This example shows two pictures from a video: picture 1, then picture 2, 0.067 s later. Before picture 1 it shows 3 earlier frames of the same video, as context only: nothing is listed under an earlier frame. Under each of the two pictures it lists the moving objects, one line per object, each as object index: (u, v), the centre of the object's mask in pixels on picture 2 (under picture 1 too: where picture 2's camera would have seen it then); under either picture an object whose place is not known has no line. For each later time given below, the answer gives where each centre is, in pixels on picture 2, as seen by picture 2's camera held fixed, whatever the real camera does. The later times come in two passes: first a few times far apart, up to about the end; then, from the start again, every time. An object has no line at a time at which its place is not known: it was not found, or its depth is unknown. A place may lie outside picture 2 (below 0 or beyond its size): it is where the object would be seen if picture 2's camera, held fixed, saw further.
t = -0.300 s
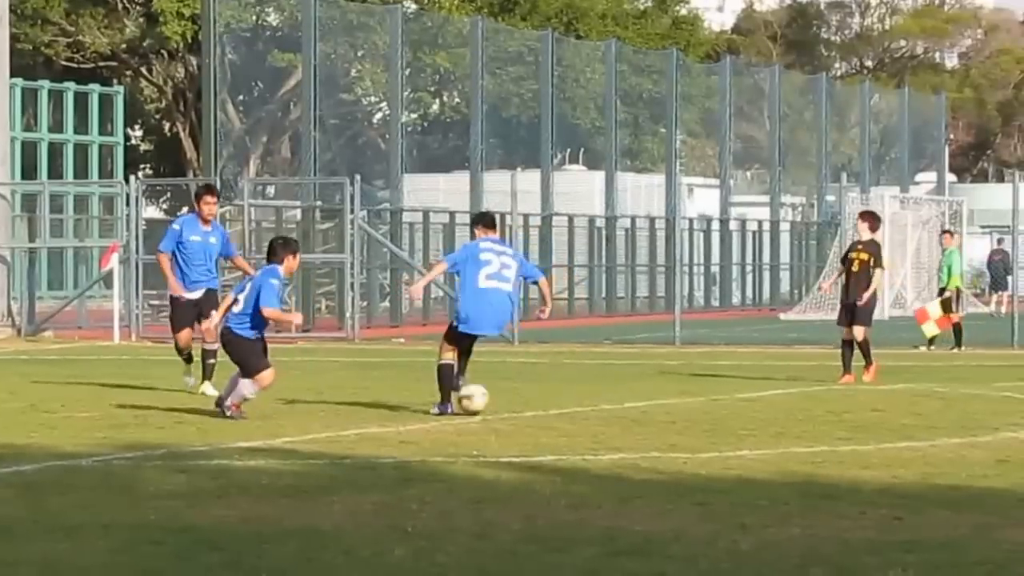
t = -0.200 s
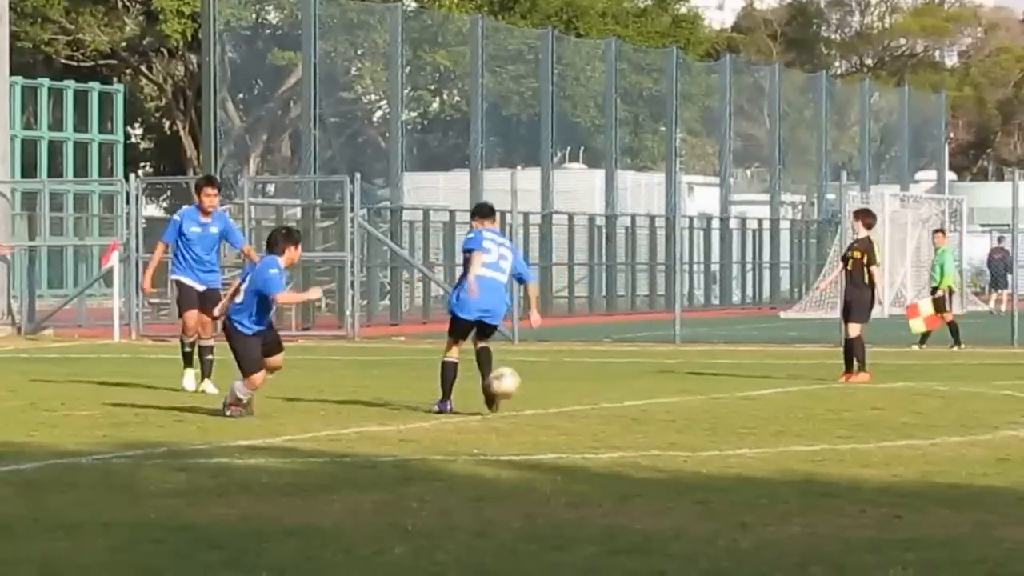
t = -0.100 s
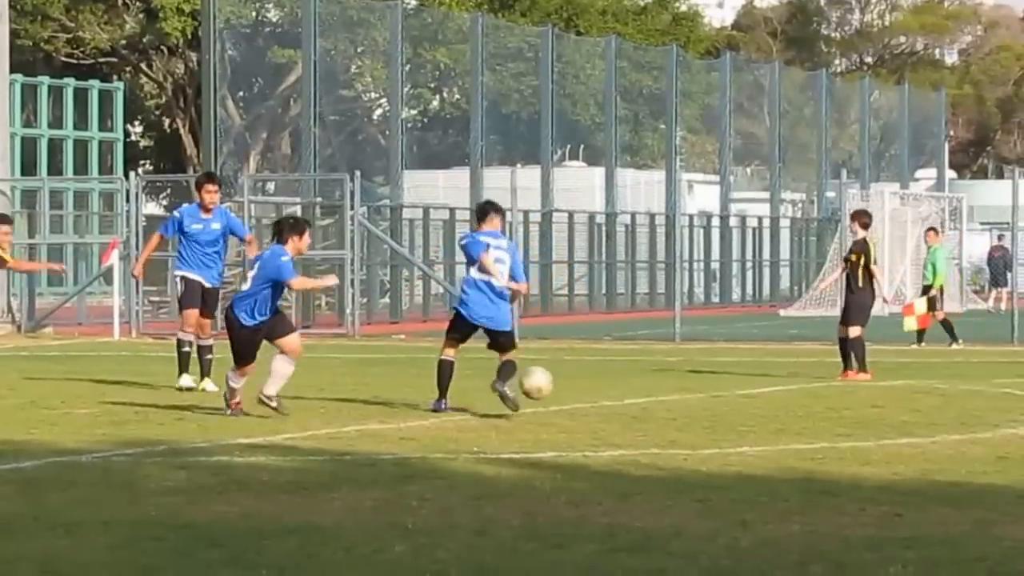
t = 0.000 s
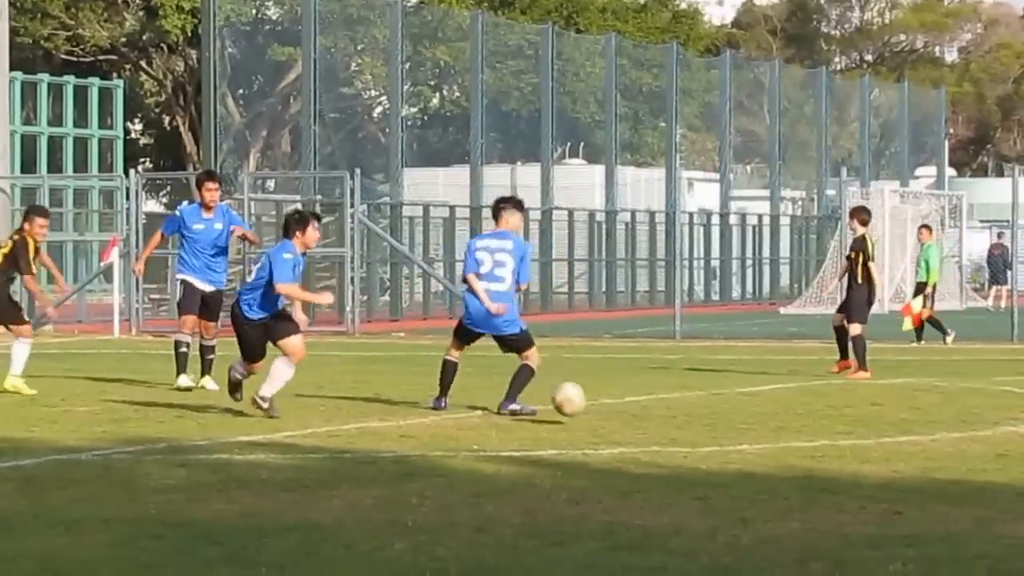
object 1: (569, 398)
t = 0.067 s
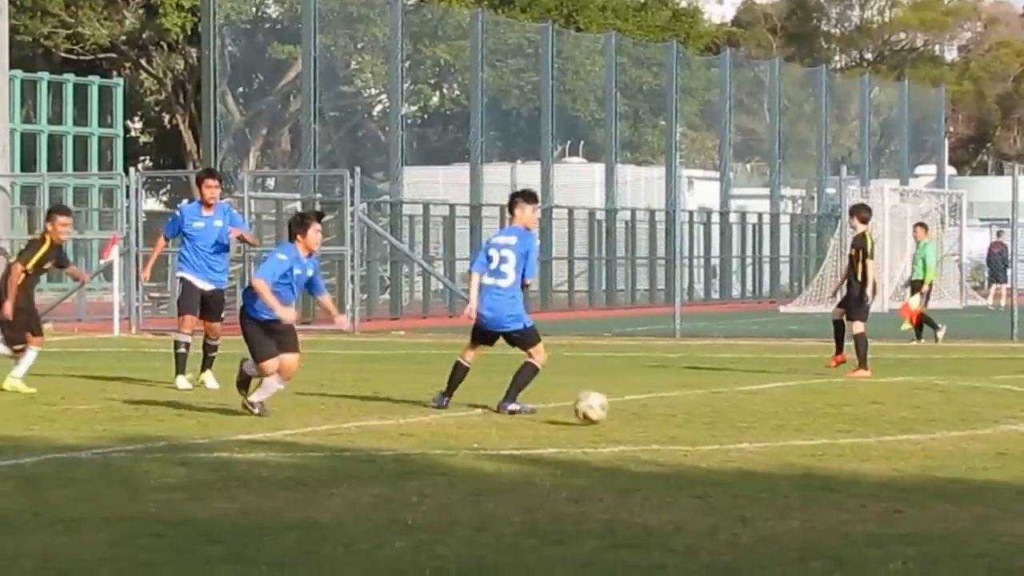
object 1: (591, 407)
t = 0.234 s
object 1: (648, 385)
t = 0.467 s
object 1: (734, 424)
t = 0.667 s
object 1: (811, 427)
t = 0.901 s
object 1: (904, 421)
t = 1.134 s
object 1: (1007, 447)
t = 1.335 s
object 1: (1104, 464)
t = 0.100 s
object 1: (602, 398)
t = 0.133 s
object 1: (613, 393)
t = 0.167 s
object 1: (626, 389)
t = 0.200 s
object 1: (637, 386)
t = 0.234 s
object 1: (648, 385)
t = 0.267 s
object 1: (661, 386)
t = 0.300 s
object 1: (673, 389)
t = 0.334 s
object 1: (684, 394)
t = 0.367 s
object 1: (697, 401)
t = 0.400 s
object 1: (709, 410)
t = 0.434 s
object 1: (721, 421)
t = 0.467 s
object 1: (734, 424)
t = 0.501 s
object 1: (747, 420)
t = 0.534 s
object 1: (759, 417)
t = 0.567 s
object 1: (771, 416)
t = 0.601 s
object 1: (785, 418)
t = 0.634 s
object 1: (799, 422)
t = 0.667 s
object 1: (811, 427)
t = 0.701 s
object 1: (824, 435)
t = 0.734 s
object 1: (838, 439)
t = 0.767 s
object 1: (851, 432)
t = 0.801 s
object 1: (863, 425)
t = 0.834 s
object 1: (877, 422)
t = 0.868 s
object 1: (891, 420)
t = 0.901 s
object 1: (904, 421)
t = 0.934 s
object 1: (918, 423)
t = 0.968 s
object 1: (932, 428)
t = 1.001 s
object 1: (947, 434)
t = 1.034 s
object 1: (961, 443)
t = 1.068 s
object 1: (975, 453)
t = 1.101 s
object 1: (990, 451)
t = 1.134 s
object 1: (1007, 447)
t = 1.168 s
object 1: (1022, 446)
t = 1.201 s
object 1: (1038, 448)
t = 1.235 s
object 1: (1053, 451)
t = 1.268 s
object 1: (1071, 457)
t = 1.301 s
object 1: (1087, 465)
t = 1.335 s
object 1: (1104, 464)
